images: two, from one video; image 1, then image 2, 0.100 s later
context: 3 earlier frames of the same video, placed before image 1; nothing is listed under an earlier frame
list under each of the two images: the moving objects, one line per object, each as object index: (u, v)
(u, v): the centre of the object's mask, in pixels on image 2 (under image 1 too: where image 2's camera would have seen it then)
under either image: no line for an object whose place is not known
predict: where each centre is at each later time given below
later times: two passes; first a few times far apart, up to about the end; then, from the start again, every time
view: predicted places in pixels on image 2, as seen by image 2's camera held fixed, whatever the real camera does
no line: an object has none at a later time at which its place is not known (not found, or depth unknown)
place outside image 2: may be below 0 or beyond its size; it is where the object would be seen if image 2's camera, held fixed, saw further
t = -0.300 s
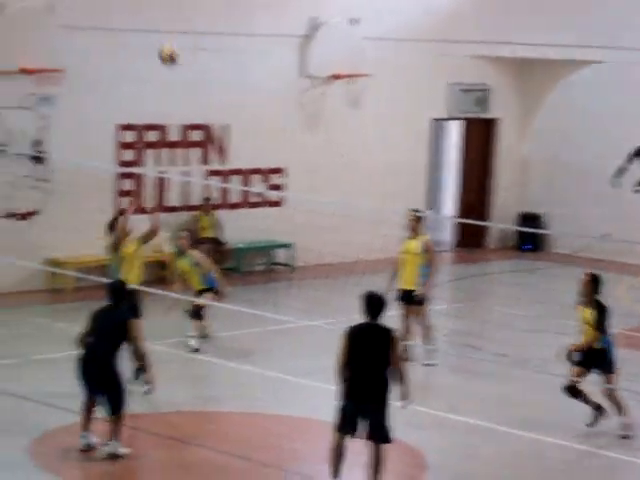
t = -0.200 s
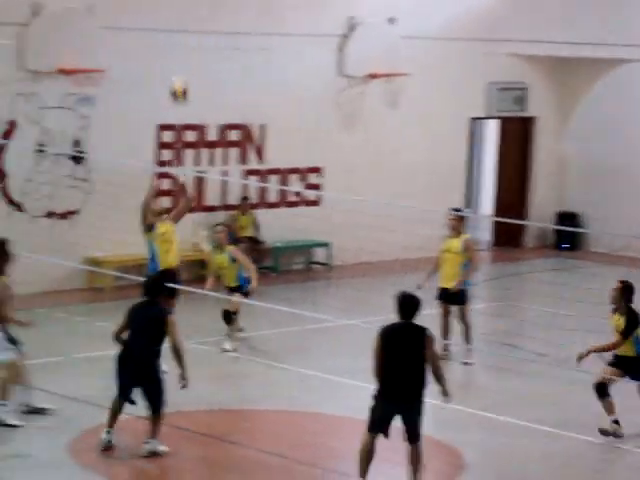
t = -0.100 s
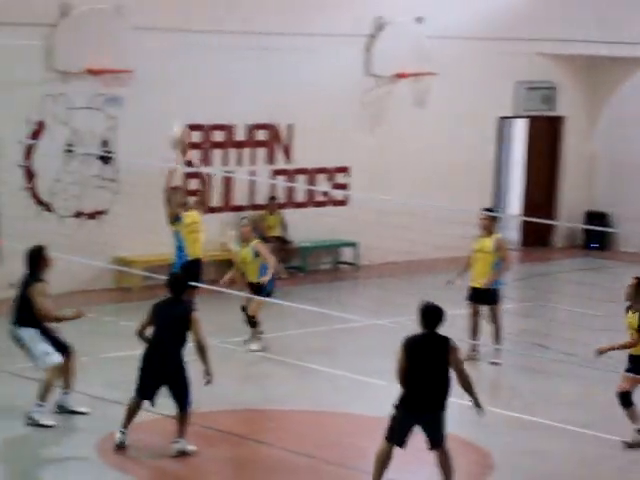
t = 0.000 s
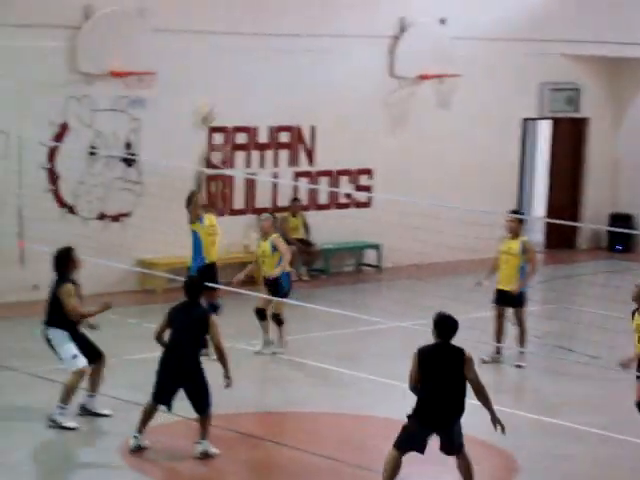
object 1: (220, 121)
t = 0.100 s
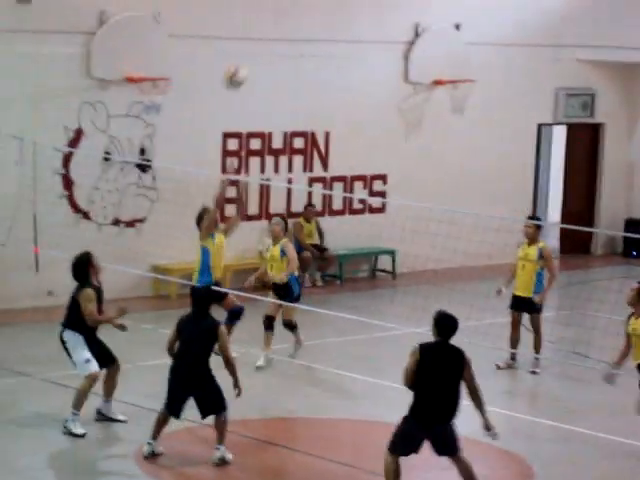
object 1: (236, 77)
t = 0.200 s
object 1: (253, 41)
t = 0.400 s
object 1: (287, 4)
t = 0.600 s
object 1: (320, 4)
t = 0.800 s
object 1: (353, 53)
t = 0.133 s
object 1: (242, 65)
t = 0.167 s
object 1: (247, 52)
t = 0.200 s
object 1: (253, 41)
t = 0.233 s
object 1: (258, 31)
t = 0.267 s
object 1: (263, 23)
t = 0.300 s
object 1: (269, 16)
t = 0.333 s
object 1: (275, 11)
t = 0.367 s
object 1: (281, 6)
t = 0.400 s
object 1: (287, 4)
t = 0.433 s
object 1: (293, 2)
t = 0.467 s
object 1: (298, 2)
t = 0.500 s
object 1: (303, 2)
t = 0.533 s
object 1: (309, 2)
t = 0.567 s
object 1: (315, 3)
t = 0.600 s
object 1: (320, 4)
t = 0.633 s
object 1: (325, 8)
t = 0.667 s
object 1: (330, 14)
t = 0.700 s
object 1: (336, 21)
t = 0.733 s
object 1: (341, 30)
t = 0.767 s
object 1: (347, 41)
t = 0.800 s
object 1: (353, 53)
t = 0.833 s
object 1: (357, 65)
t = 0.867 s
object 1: (363, 79)
